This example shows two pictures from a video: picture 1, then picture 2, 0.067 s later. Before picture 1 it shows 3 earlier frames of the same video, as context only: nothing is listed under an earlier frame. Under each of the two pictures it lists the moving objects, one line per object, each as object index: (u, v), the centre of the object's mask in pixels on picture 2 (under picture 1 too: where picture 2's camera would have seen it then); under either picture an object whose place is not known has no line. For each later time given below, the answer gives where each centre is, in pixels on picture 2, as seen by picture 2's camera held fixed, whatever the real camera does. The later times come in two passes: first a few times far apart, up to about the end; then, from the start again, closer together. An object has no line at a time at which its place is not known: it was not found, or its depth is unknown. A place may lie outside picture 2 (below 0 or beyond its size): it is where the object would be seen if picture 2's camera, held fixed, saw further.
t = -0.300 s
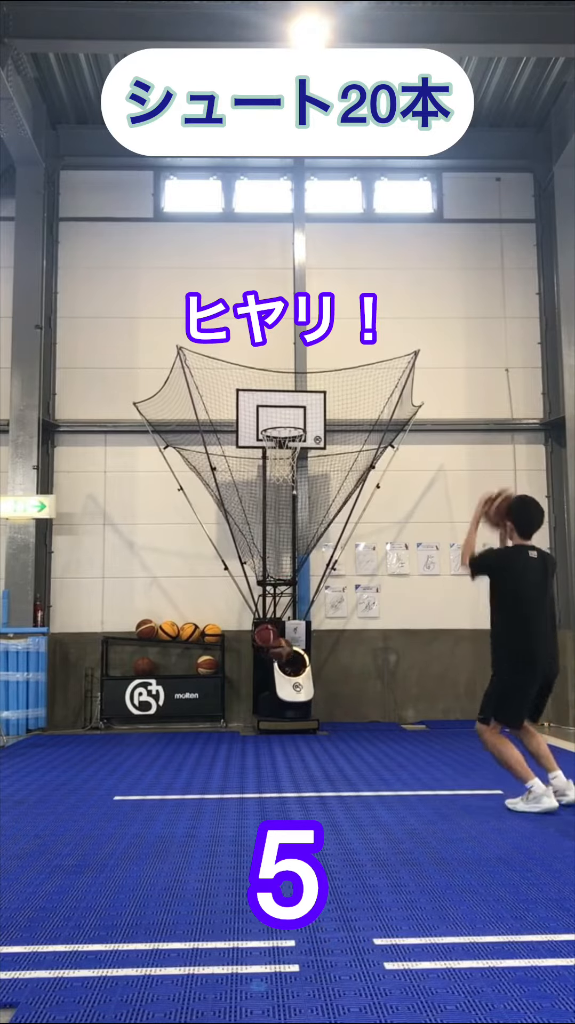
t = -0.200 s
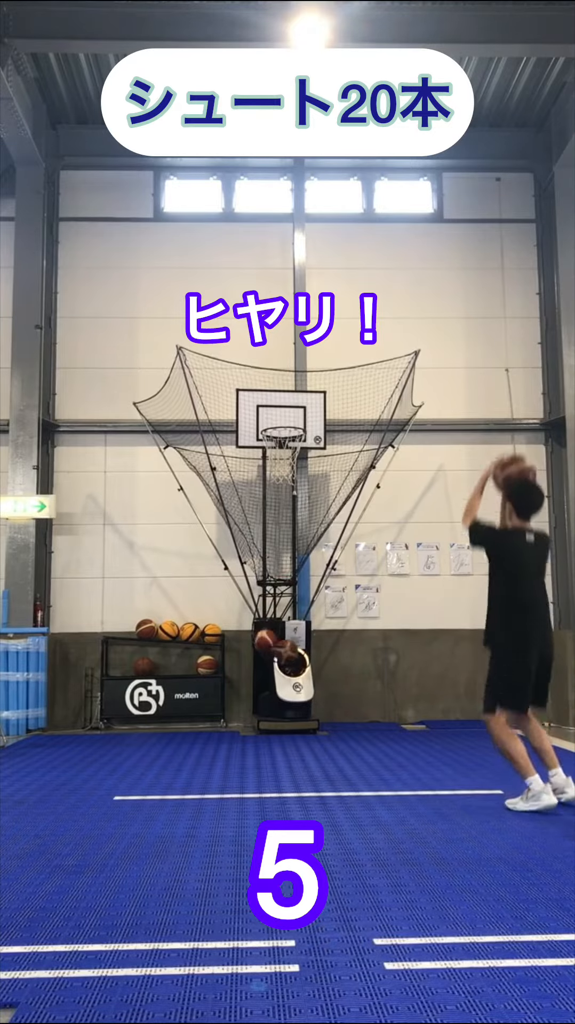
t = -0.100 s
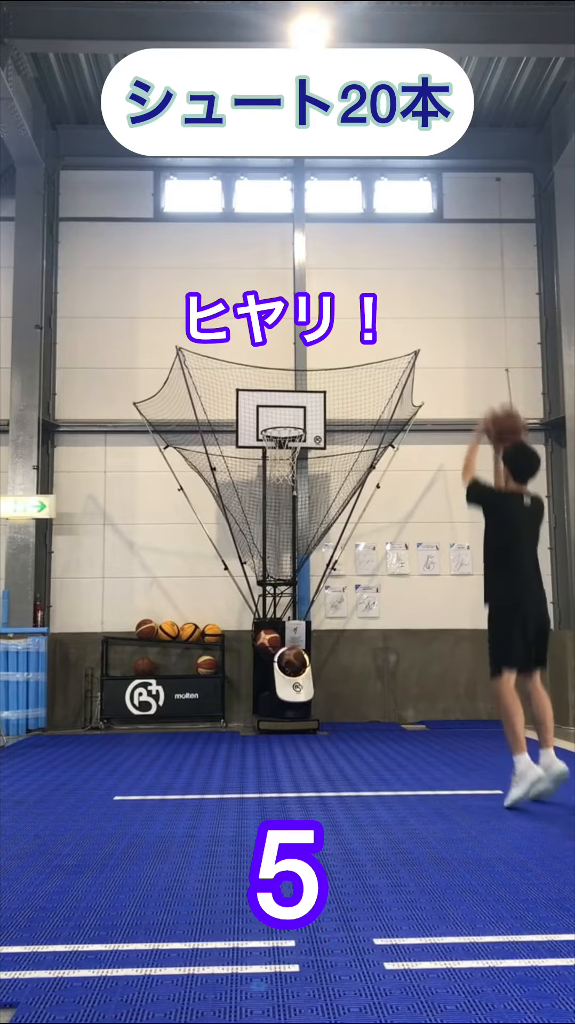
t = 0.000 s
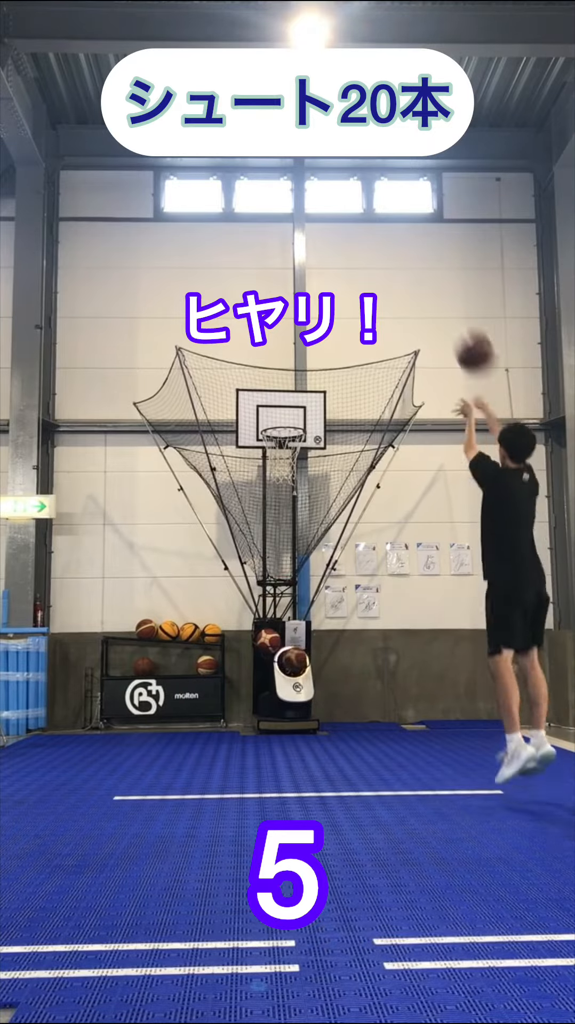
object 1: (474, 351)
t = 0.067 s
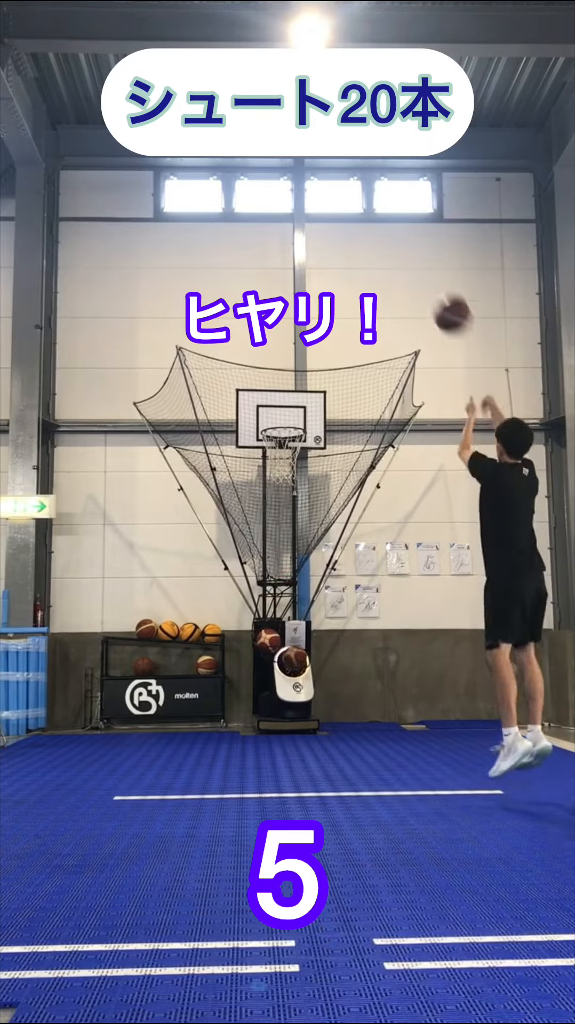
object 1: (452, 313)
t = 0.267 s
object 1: (397, 252)
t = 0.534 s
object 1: (345, 258)
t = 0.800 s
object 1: (308, 331)
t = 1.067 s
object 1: (278, 447)
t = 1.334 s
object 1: (276, 509)
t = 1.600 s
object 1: (285, 570)
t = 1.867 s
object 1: (250, 549)
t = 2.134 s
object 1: (253, 553)
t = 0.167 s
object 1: (422, 274)
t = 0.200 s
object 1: (414, 265)
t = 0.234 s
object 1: (405, 258)
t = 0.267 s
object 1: (397, 252)
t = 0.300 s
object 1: (390, 249)
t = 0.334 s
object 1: (382, 246)
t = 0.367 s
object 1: (376, 246)
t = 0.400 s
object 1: (369, 245)
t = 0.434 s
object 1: (363, 247)
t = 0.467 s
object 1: (357, 249)
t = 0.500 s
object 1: (351, 253)
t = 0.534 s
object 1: (345, 258)
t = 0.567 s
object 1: (340, 264)
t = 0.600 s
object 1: (335, 271)
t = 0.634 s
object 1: (330, 278)
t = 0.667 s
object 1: (325, 287)
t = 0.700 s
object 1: (320, 297)
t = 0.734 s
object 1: (316, 307)
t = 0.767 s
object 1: (311, 318)
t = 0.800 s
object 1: (308, 331)
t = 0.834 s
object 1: (303, 342)
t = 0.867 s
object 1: (299, 356)
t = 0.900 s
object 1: (295, 369)
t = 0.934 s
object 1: (291, 385)
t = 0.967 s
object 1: (288, 400)
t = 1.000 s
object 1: (284, 416)
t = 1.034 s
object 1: (280, 437)
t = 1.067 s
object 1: (278, 447)
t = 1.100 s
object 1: (277, 460)
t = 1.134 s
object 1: (276, 465)
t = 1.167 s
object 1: (276, 470)
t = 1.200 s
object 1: (276, 476)
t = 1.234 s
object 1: (276, 483)
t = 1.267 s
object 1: (276, 490)
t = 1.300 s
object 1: (276, 499)
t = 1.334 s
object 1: (276, 509)
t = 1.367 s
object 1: (276, 519)
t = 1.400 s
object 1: (277, 530)
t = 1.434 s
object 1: (278, 540)
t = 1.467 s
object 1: (279, 548)
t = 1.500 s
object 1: (281, 554)
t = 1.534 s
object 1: (282, 559)
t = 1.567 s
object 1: (284, 564)
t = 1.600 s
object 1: (285, 570)
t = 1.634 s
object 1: (284, 575)
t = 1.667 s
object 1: (279, 573)
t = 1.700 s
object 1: (271, 567)
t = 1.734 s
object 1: (265, 564)
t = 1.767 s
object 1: (259, 561)
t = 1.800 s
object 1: (253, 557)
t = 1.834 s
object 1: (250, 553)
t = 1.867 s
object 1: (250, 549)
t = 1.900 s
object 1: (250, 546)
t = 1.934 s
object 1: (250, 544)
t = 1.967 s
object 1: (251, 543)
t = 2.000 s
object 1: (251, 544)
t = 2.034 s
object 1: (251, 545)
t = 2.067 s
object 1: (252, 547)
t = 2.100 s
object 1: (252, 549)
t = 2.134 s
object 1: (253, 553)
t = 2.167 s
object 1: (253, 552)
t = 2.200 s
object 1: (254, 552)
